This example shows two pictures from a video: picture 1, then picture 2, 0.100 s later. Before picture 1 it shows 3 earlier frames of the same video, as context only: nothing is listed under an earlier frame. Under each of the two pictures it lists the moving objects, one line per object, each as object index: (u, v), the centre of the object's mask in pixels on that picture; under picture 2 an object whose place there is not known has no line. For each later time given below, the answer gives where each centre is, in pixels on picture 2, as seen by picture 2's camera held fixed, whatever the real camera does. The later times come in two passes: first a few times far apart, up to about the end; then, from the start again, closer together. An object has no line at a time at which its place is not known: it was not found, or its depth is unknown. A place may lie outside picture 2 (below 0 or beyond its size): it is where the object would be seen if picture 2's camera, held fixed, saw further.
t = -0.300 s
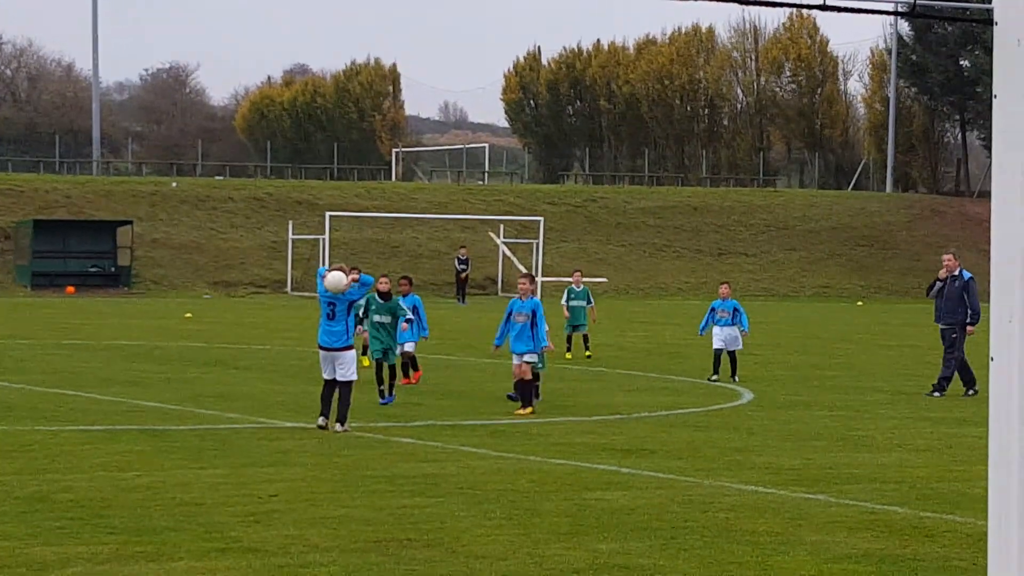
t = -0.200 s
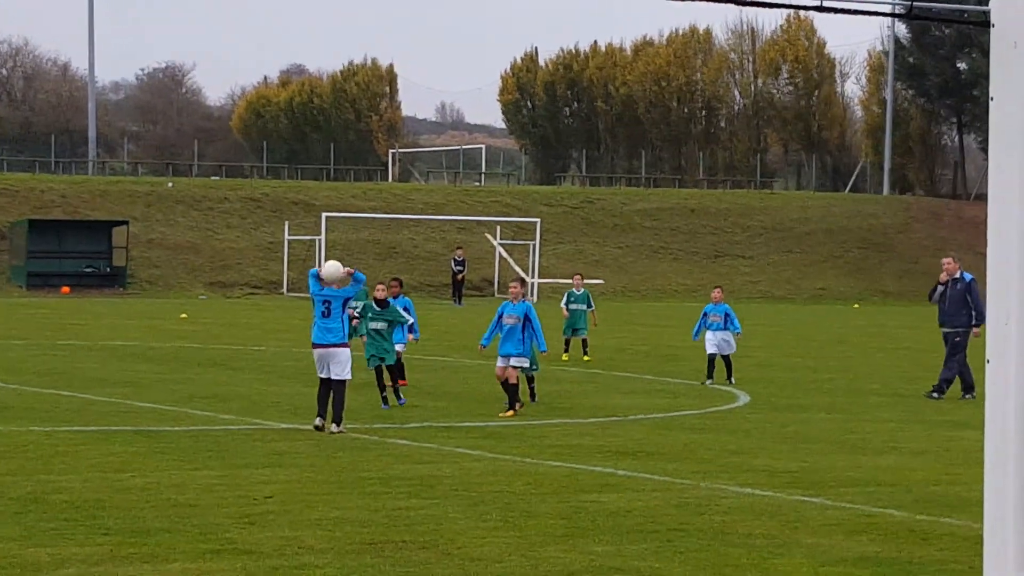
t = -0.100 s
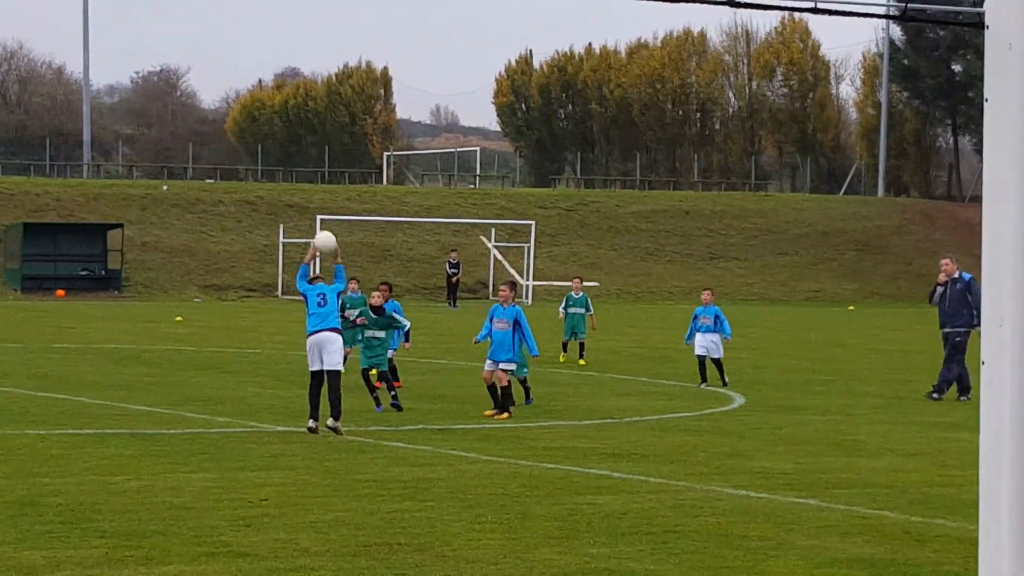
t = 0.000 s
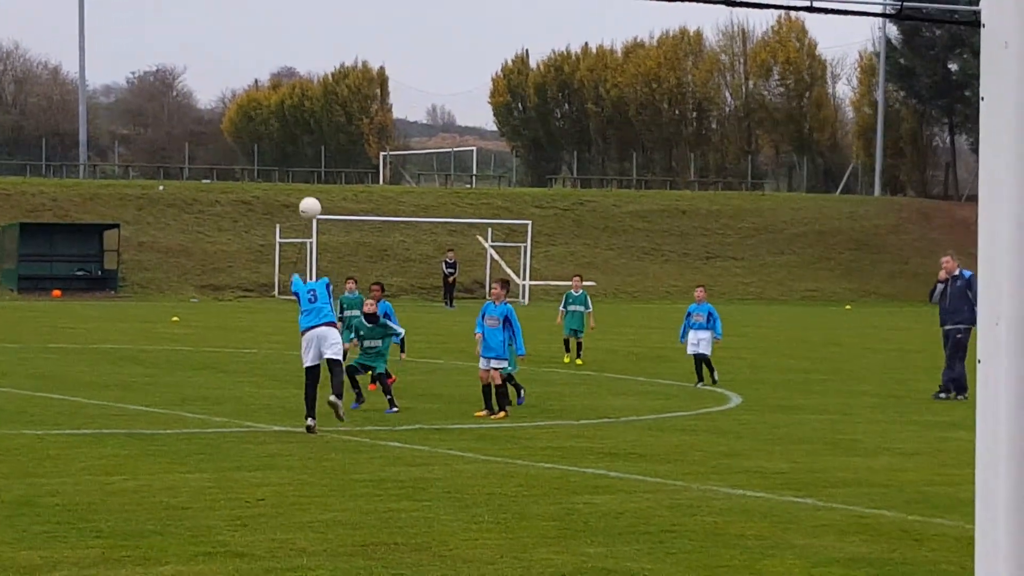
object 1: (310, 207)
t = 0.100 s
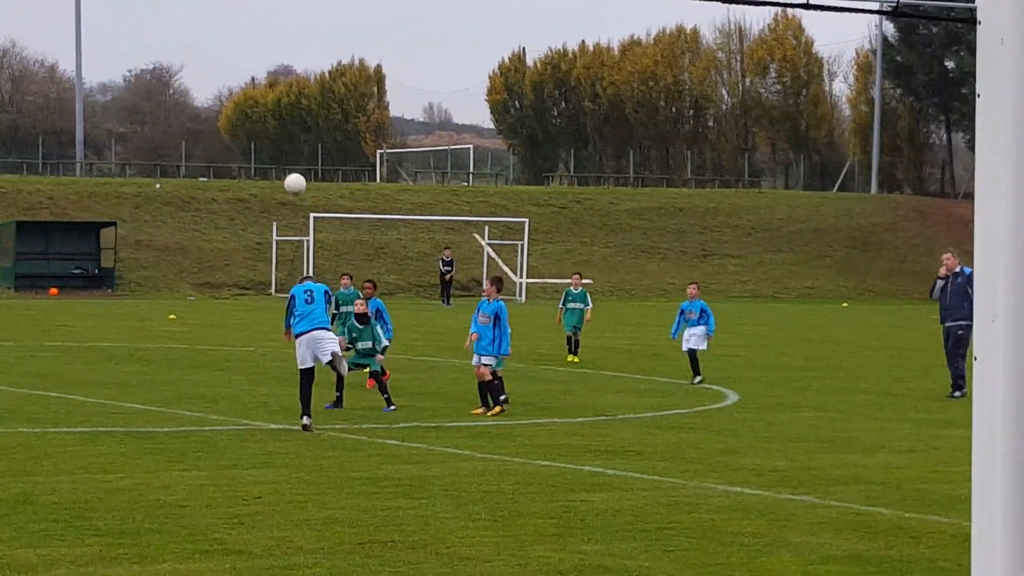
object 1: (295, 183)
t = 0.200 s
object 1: (283, 172)
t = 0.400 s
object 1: (258, 181)
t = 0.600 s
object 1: (235, 228)
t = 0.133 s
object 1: (291, 178)
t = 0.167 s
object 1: (287, 175)
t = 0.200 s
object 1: (283, 172)
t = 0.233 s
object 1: (279, 172)
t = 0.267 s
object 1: (275, 171)
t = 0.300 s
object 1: (270, 172)
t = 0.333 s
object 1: (266, 174)
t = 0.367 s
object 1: (263, 177)
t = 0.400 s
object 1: (258, 181)
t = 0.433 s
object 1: (254, 186)
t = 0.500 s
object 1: (246, 200)
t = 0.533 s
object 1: (242, 208)
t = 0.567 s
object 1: (239, 218)
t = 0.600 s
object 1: (235, 228)
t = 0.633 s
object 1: (231, 239)
